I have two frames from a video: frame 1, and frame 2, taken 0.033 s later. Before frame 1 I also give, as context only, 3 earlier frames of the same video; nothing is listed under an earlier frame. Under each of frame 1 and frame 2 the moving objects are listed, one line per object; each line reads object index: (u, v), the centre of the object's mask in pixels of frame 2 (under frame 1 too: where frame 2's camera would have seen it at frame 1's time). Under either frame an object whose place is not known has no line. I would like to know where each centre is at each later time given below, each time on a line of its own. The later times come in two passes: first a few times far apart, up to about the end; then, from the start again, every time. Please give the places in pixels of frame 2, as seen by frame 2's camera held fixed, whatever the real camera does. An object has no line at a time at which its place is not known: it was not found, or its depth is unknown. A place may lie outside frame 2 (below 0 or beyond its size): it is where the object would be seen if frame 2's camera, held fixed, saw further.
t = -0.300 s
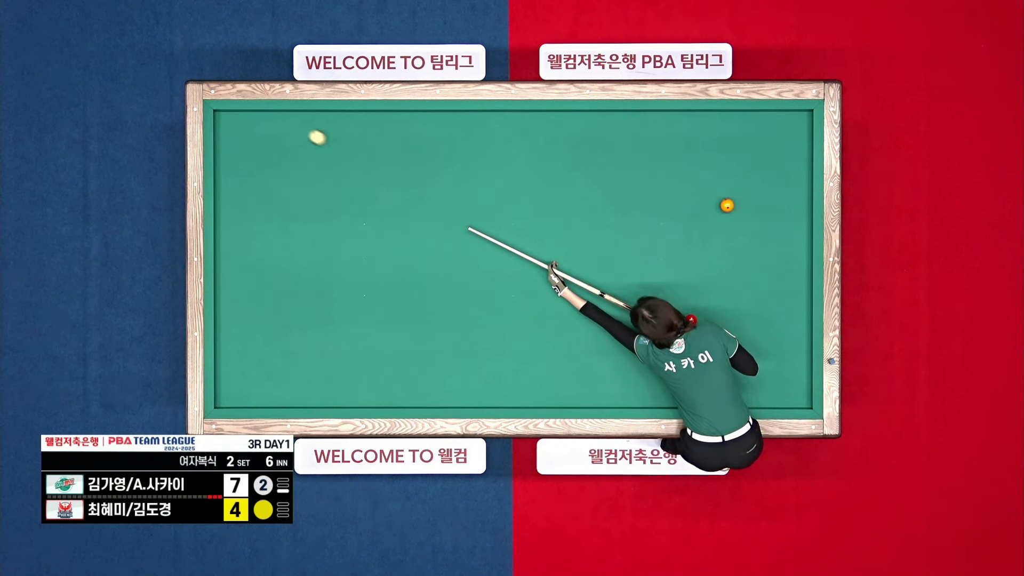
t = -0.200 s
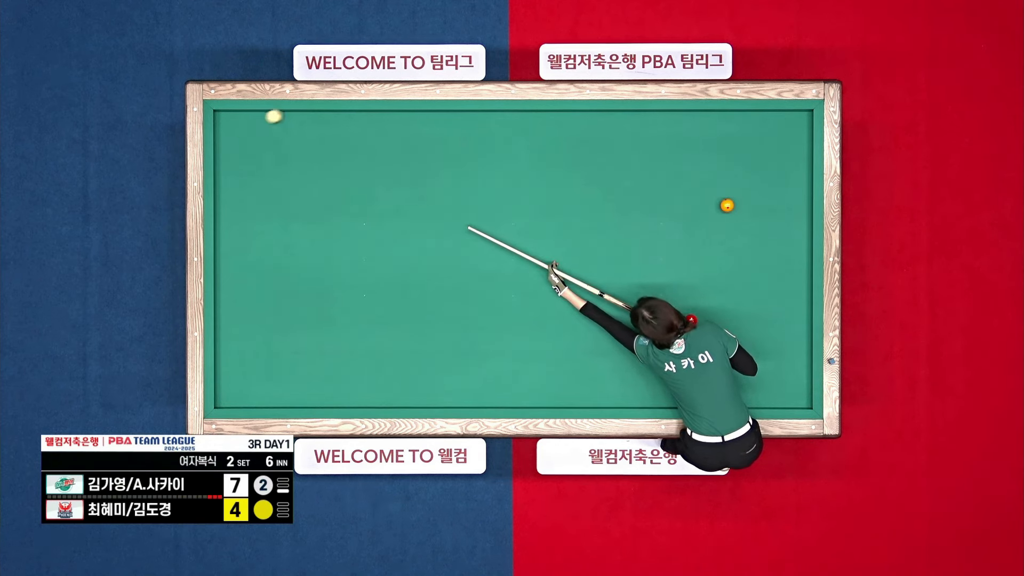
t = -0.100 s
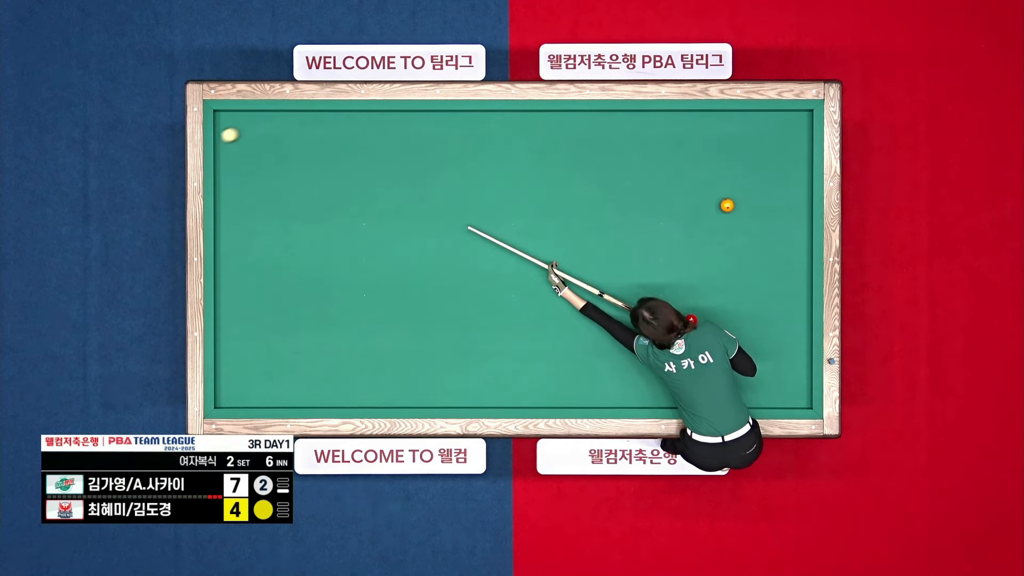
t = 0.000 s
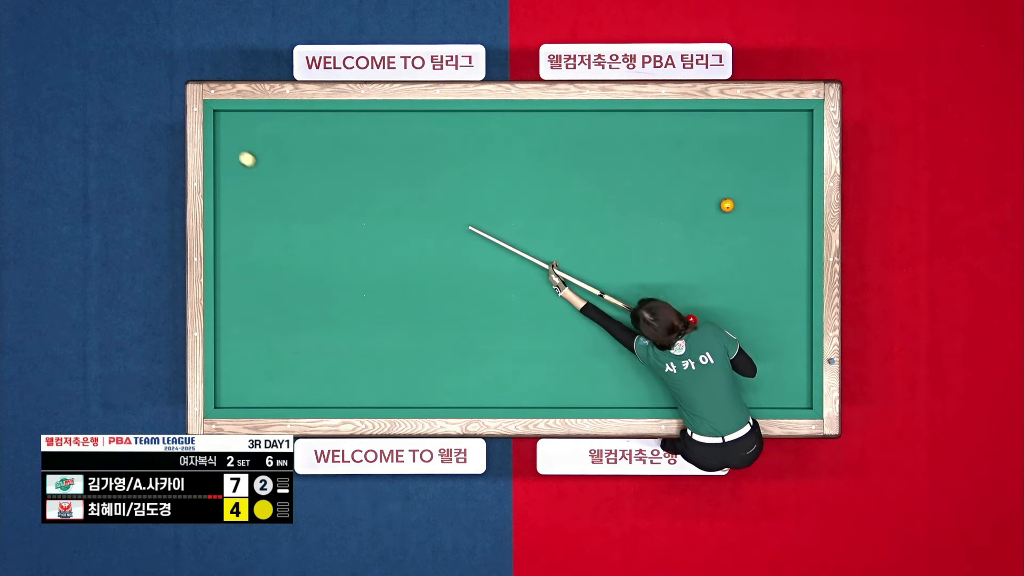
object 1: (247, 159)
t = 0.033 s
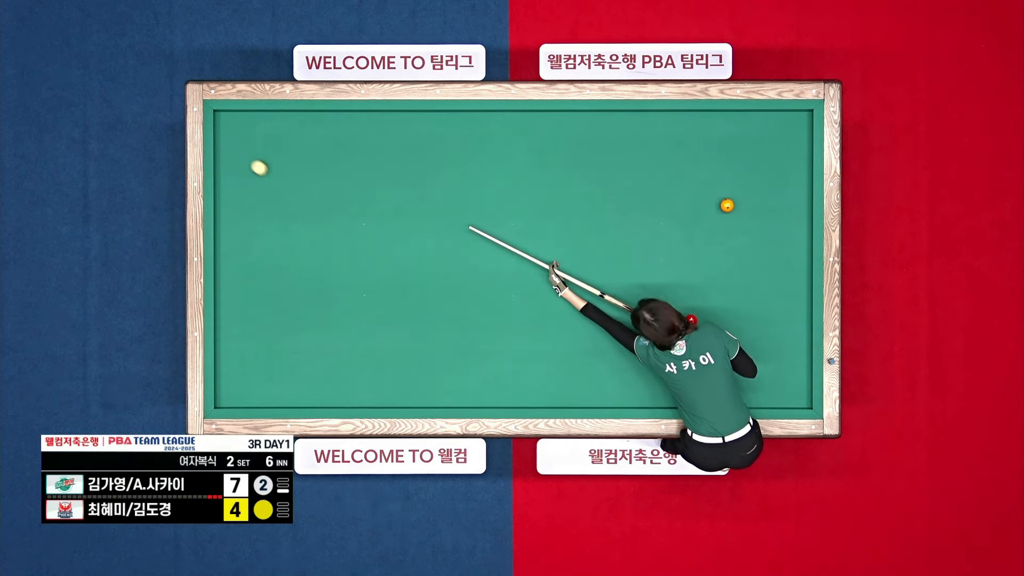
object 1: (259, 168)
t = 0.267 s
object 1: (333, 224)
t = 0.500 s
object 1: (391, 274)
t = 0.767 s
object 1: (456, 331)
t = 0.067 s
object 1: (271, 176)
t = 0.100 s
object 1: (282, 184)
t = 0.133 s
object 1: (293, 193)
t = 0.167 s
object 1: (304, 201)
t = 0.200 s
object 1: (314, 209)
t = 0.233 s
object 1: (323, 216)
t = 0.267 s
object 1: (333, 224)
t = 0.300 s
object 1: (342, 231)
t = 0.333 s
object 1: (350, 238)
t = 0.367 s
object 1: (359, 246)
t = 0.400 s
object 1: (367, 253)
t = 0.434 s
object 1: (375, 260)
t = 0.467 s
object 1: (383, 267)
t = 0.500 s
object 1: (391, 274)
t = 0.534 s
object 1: (400, 281)
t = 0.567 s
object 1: (408, 289)
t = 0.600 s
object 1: (416, 296)
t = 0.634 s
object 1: (424, 303)
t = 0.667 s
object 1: (432, 310)
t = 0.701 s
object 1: (440, 317)
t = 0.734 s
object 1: (448, 324)
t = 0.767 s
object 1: (456, 331)
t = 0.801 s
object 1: (464, 338)
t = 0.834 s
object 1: (472, 345)
